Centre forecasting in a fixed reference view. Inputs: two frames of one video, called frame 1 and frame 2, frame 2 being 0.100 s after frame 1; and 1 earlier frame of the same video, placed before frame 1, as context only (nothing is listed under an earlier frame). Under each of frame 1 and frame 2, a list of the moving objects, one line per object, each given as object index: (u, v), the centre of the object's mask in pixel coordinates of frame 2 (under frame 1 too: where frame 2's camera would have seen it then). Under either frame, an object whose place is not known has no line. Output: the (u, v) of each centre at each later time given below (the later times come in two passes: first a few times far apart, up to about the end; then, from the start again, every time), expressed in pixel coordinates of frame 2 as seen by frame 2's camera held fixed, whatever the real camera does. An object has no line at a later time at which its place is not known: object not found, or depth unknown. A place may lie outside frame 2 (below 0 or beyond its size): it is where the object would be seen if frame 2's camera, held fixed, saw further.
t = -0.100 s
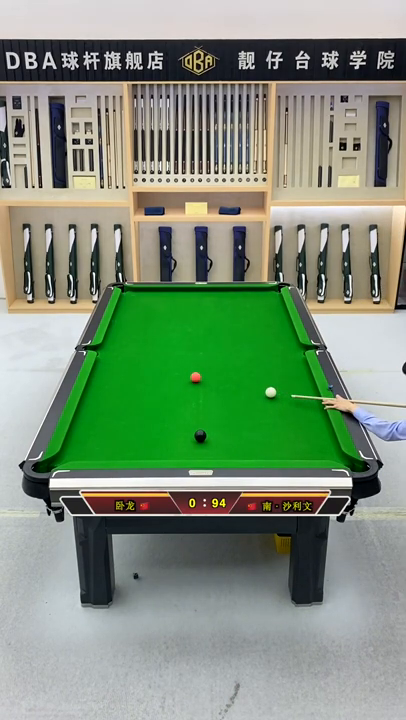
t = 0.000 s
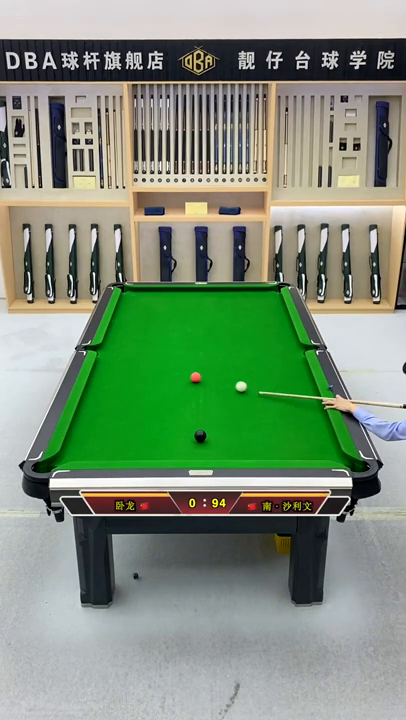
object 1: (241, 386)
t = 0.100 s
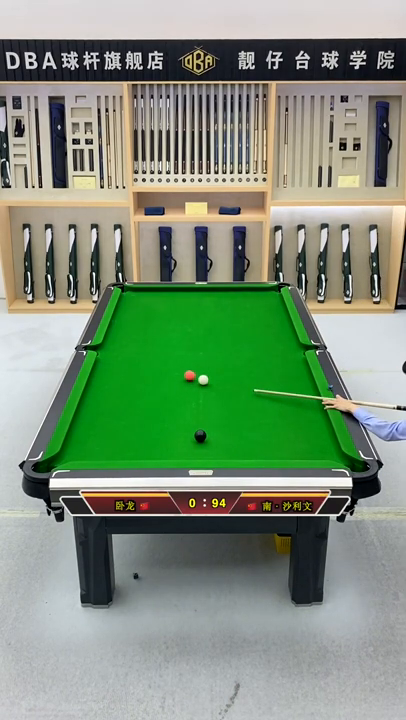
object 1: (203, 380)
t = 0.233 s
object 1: (200, 382)
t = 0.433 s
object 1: (196, 386)
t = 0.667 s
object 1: (193, 389)
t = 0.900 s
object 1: (190, 393)
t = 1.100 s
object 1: (187, 395)
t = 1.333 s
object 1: (184, 398)
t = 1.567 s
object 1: (182, 400)
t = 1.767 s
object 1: (180, 401)
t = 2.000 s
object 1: (178, 403)
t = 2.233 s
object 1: (177, 403)
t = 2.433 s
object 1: (177, 404)
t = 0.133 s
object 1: (202, 380)
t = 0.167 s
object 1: (201, 381)
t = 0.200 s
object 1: (201, 382)
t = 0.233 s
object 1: (200, 382)
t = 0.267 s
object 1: (199, 383)
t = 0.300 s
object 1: (199, 383)
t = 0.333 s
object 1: (198, 384)
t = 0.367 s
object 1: (198, 384)
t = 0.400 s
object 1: (197, 385)
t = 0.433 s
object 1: (196, 386)
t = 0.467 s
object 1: (196, 386)
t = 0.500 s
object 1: (195, 387)
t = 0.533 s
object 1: (195, 387)
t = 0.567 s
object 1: (194, 388)
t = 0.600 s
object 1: (194, 388)
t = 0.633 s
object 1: (193, 389)
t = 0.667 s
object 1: (193, 389)
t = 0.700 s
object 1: (192, 390)
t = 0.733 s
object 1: (192, 390)
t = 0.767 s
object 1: (191, 391)
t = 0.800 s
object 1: (191, 391)
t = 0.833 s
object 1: (190, 392)
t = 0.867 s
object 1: (190, 392)
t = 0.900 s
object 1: (190, 393)
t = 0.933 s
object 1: (189, 393)
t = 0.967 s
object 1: (189, 394)
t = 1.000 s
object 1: (188, 394)
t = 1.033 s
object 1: (188, 394)
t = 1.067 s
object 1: (187, 395)
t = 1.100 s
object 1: (187, 395)
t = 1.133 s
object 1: (187, 396)
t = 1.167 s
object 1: (186, 396)
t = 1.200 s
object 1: (186, 396)
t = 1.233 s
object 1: (185, 397)
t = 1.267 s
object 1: (185, 397)
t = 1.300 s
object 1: (184, 397)
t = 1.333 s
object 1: (184, 398)
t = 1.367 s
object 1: (184, 398)
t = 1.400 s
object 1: (183, 398)
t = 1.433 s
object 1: (183, 399)
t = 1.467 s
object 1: (183, 399)
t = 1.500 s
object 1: (182, 399)
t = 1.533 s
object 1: (182, 400)
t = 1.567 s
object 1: (182, 400)
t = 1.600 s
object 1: (181, 400)
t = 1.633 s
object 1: (181, 400)
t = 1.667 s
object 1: (181, 401)
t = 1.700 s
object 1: (181, 401)
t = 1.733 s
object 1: (180, 401)
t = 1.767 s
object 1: (180, 401)
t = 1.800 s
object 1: (179, 401)
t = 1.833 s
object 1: (179, 402)
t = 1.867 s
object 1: (179, 402)
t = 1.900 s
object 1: (179, 402)
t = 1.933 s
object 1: (179, 402)
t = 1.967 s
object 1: (178, 402)
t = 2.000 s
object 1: (178, 403)
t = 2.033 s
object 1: (178, 403)
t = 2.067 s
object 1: (178, 403)
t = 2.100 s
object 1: (178, 403)
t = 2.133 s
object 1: (177, 403)
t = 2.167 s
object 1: (177, 403)
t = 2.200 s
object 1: (177, 403)
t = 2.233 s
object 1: (177, 403)
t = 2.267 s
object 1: (177, 403)
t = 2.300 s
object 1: (177, 404)
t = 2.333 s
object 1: (177, 404)
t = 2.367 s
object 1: (177, 404)
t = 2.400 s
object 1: (177, 404)
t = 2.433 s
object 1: (177, 404)
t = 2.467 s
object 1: (177, 404)
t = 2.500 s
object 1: (177, 404)
